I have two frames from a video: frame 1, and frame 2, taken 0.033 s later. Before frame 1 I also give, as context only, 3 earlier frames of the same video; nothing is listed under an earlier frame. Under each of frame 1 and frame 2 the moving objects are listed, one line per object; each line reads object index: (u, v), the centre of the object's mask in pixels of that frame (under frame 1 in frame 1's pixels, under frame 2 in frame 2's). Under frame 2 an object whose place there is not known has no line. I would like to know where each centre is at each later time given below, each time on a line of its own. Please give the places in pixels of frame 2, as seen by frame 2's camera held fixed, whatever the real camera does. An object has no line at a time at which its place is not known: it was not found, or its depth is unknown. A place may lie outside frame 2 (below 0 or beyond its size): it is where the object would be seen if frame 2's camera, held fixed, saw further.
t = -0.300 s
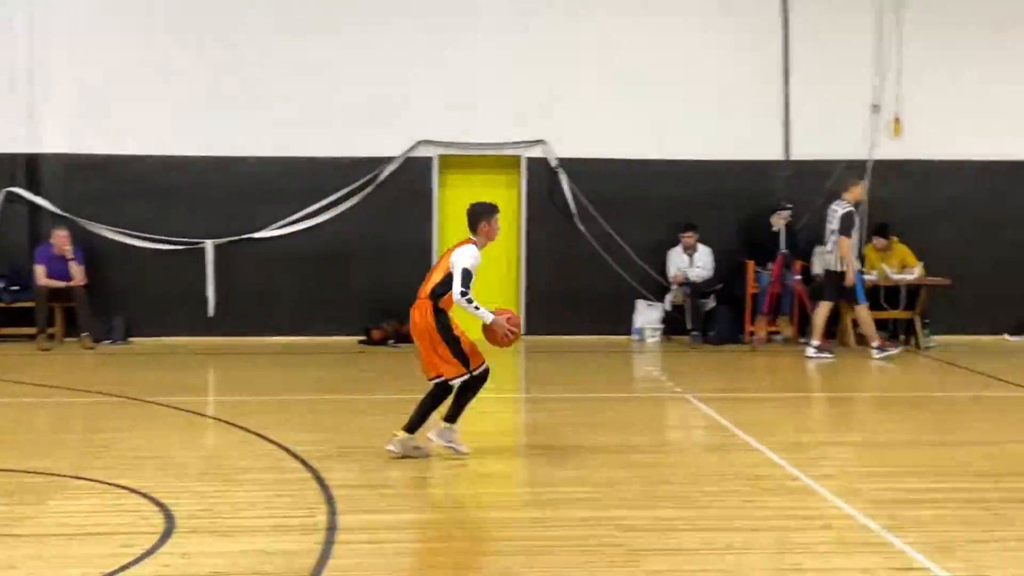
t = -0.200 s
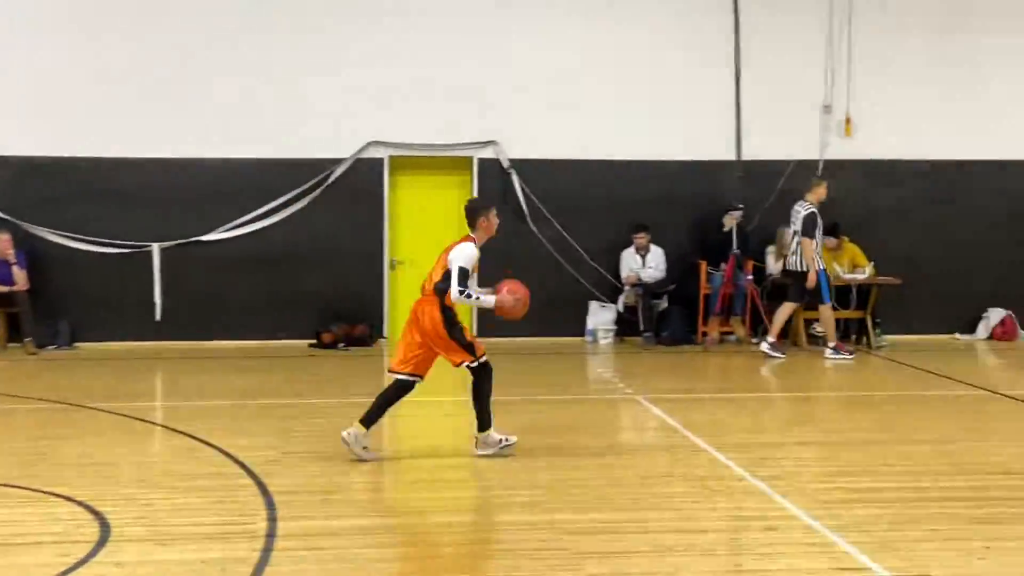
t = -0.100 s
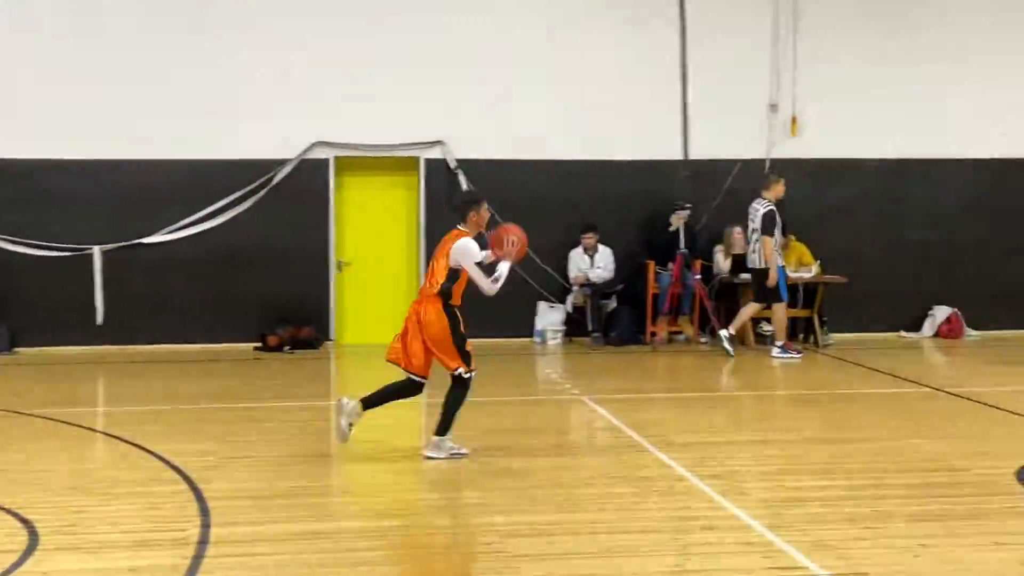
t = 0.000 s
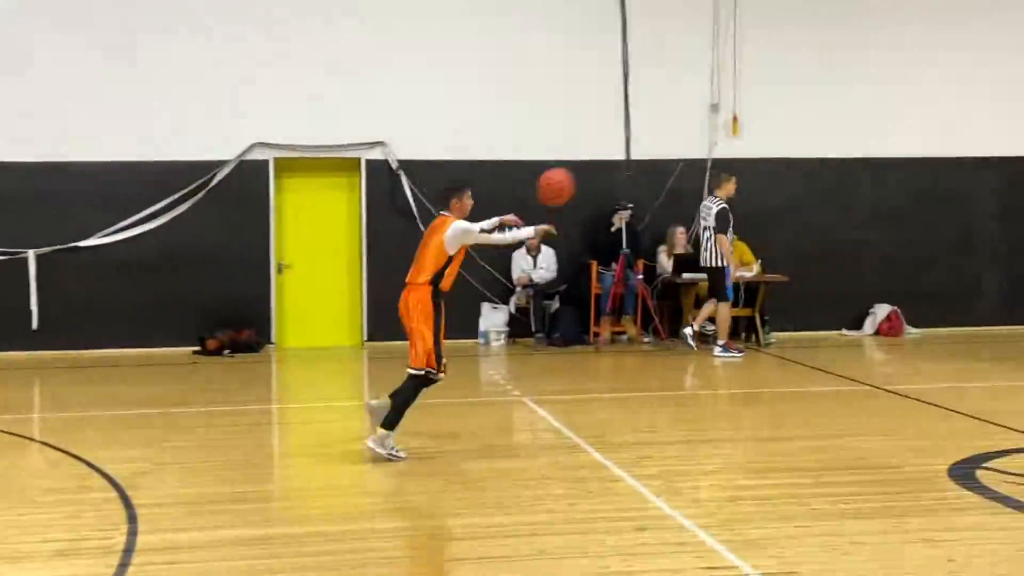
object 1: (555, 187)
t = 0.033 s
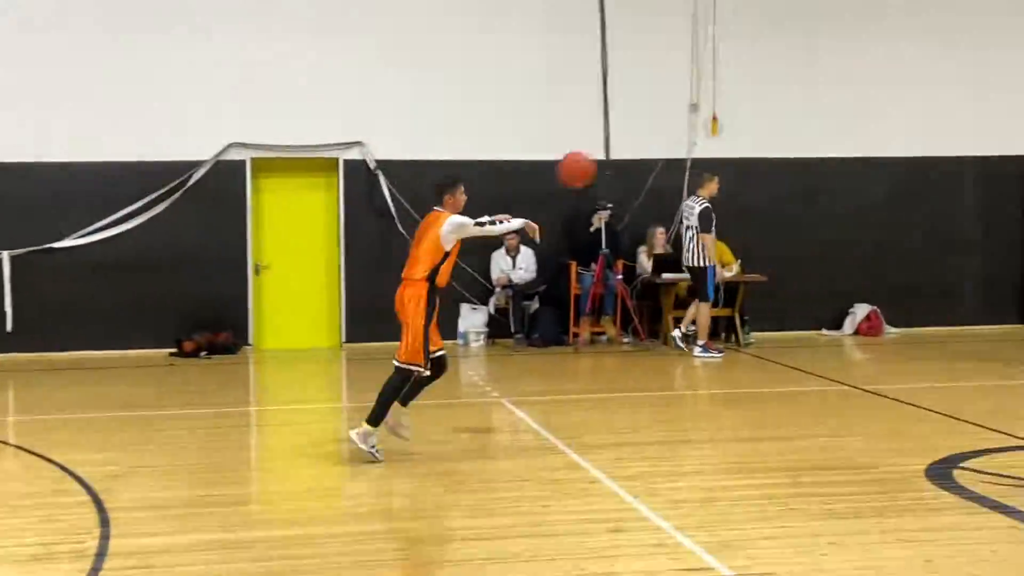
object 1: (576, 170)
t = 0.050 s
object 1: (593, 163)
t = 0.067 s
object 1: (611, 155)
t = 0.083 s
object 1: (628, 148)
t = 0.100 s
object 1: (645, 141)
